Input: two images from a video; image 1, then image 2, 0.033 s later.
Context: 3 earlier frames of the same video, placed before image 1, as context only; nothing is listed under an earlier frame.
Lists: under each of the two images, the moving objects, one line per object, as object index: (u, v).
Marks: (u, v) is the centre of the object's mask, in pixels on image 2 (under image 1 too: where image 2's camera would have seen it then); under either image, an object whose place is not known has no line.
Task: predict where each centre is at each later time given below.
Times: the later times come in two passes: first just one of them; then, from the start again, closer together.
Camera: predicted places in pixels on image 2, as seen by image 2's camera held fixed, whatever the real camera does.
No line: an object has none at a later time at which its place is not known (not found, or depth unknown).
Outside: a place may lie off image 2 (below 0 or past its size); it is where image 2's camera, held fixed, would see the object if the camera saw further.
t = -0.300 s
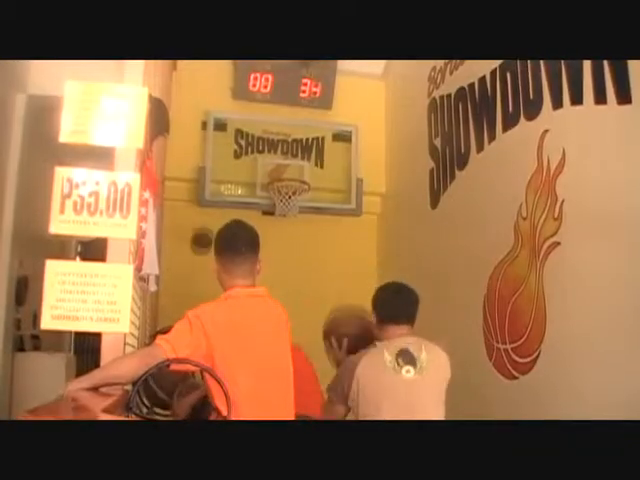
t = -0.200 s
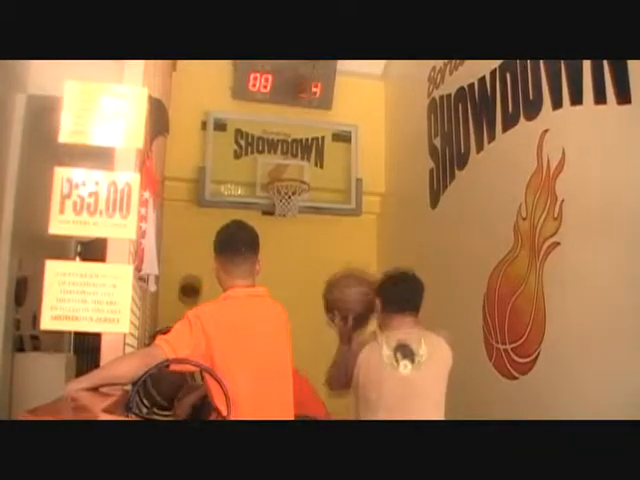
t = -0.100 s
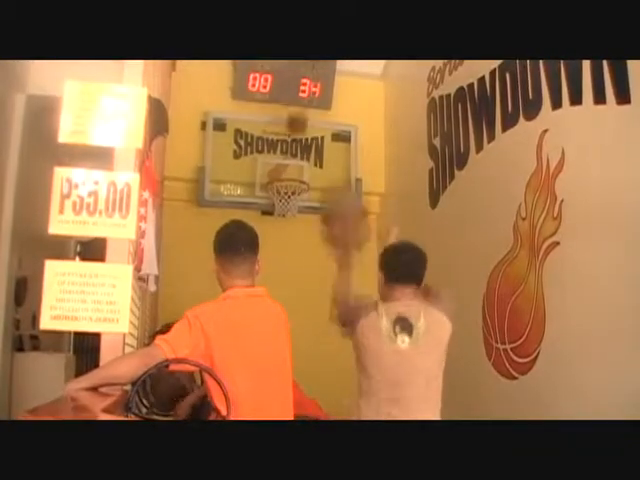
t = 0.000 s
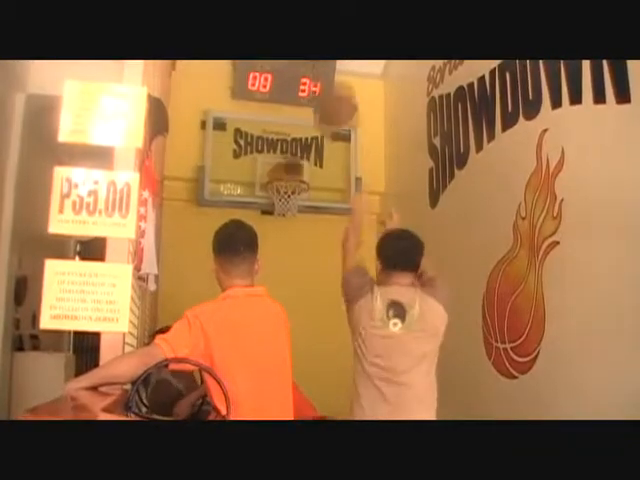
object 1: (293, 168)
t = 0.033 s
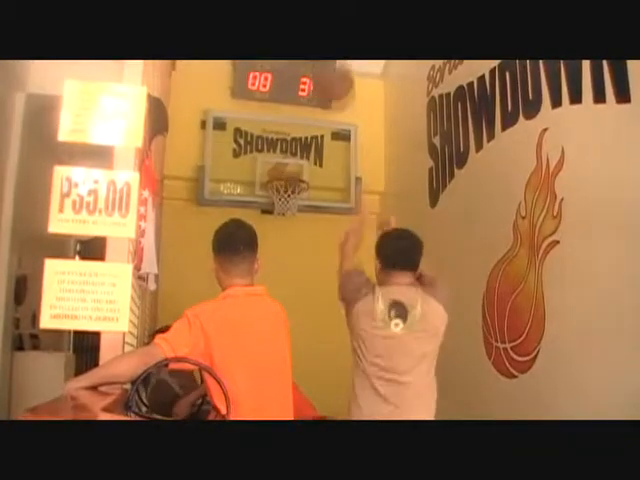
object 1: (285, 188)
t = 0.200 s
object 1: (278, 222)
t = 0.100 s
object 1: (286, 208)
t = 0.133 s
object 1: (281, 214)
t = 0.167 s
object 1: (280, 217)
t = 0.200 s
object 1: (278, 222)
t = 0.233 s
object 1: (276, 230)
